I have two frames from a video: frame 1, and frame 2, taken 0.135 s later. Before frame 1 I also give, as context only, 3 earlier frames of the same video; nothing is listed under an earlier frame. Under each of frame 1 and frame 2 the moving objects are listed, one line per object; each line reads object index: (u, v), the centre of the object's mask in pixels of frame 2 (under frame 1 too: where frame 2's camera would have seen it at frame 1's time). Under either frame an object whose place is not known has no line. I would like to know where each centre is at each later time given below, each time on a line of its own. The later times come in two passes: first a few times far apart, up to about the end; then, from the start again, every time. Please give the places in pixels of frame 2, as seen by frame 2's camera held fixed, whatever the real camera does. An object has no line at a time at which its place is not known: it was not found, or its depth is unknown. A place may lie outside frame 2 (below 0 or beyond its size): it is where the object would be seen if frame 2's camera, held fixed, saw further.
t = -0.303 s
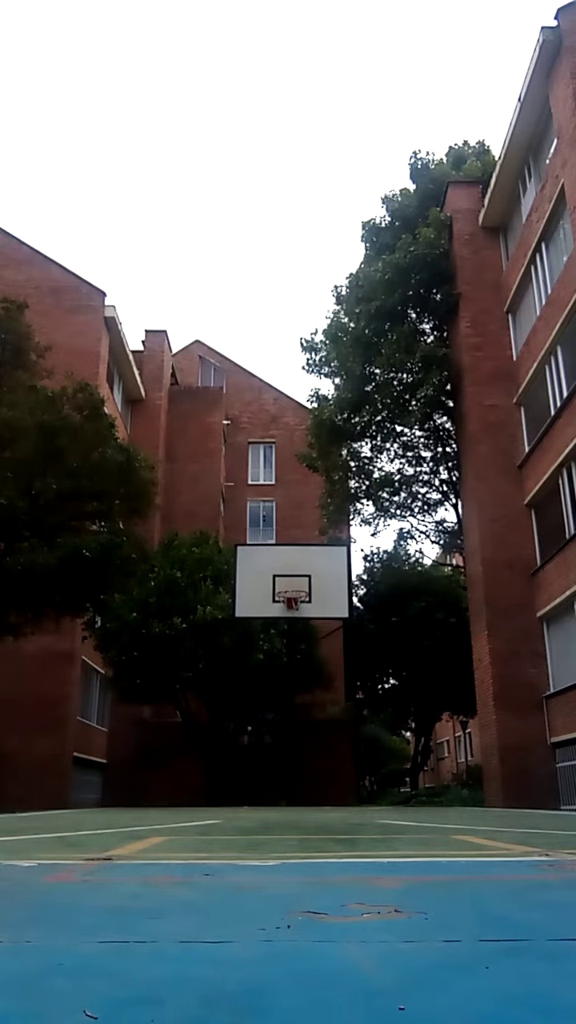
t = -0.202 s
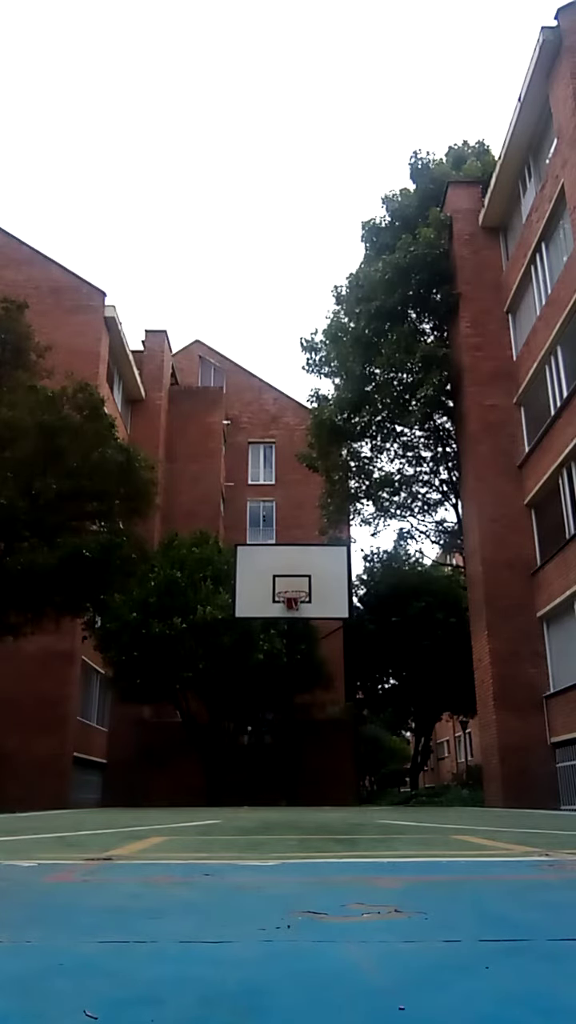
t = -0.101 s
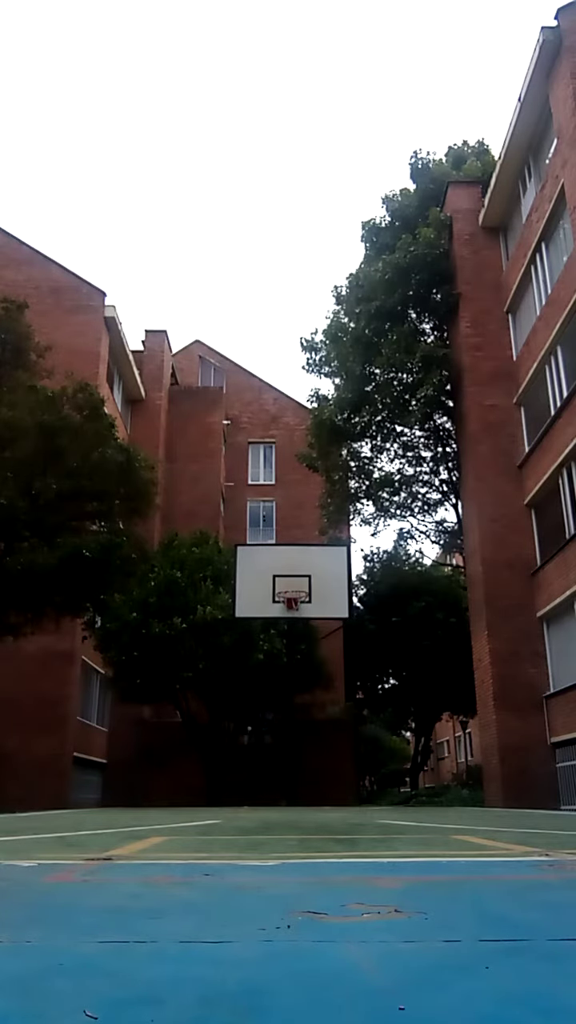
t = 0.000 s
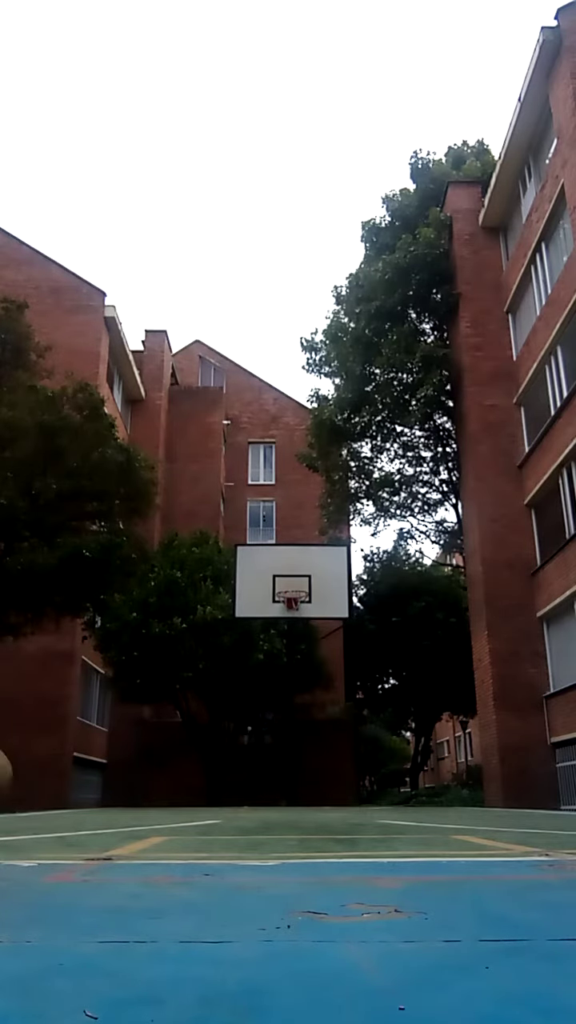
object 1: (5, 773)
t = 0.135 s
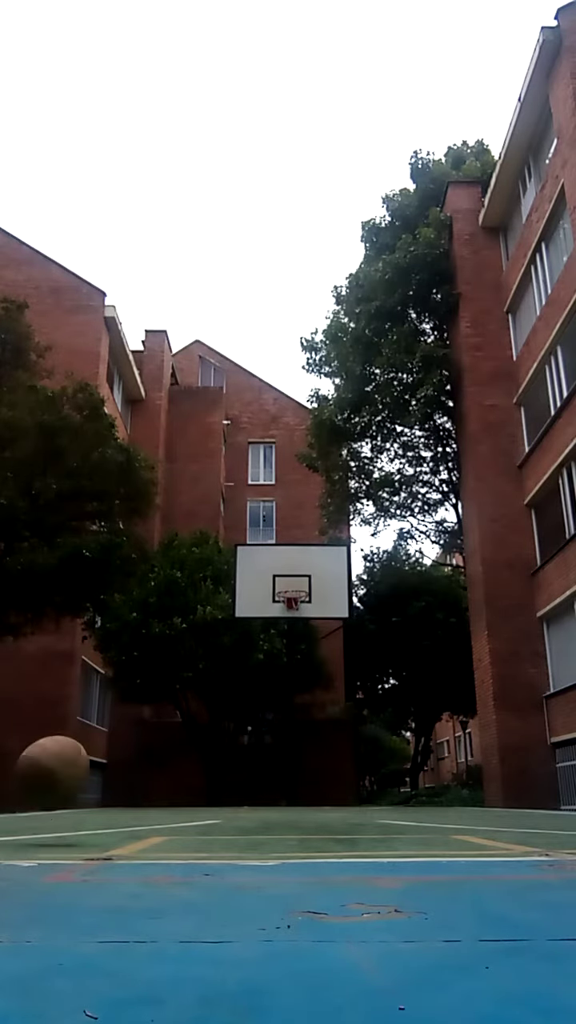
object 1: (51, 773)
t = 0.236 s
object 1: (97, 755)
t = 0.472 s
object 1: (188, 792)
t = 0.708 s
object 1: (276, 785)
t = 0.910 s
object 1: (346, 774)
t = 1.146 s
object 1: (423, 785)
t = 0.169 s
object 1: (69, 761)
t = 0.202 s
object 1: (83, 757)
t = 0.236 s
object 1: (97, 755)
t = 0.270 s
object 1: (110, 756)
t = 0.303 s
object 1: (124, 761)
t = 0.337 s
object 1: (136, 769)
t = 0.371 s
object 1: (149, 780)
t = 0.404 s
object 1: (162, 794)
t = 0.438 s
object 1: (174, 806)
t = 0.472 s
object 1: (188, 792)
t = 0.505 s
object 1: (202, 780)
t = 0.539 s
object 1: (215, 773)
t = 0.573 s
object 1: (228, 769)
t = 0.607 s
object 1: (240, 769)
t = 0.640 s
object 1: (252, 772)
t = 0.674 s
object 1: (265, 776)
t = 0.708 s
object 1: (276, 785)
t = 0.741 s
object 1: (289, 798)
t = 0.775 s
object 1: (300, 803)
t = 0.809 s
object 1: (312, 791)
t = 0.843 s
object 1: (324, 782)
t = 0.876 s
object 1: (335, 776)
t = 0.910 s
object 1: (346, 774)
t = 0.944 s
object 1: (358, 774)
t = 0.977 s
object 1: (369, 778)
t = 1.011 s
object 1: (380, 785)
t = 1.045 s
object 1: (392, 796)
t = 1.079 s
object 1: (403, 804)
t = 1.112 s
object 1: (413, 793)
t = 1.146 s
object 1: (423, 785)
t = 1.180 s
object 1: (433, 780)
